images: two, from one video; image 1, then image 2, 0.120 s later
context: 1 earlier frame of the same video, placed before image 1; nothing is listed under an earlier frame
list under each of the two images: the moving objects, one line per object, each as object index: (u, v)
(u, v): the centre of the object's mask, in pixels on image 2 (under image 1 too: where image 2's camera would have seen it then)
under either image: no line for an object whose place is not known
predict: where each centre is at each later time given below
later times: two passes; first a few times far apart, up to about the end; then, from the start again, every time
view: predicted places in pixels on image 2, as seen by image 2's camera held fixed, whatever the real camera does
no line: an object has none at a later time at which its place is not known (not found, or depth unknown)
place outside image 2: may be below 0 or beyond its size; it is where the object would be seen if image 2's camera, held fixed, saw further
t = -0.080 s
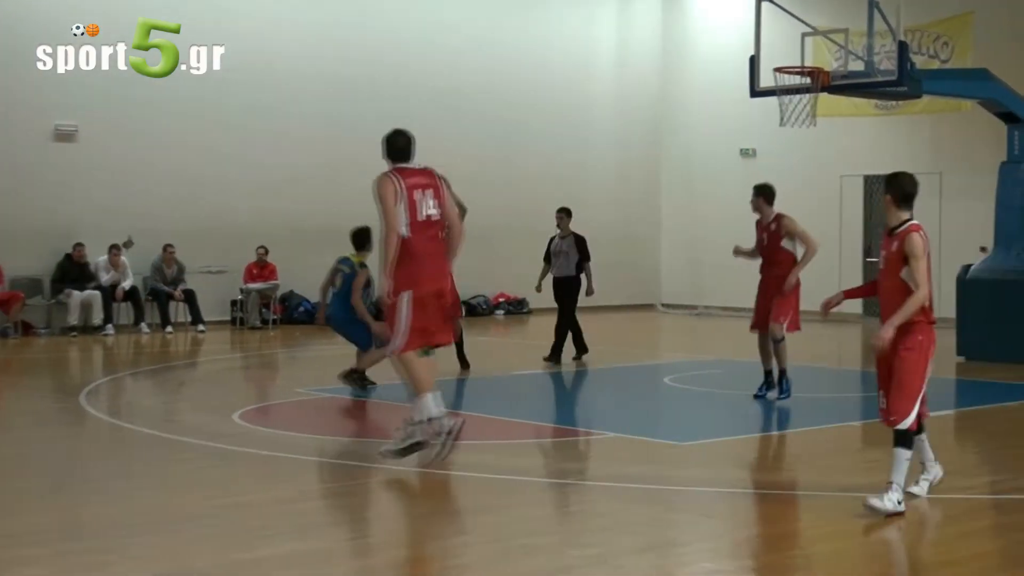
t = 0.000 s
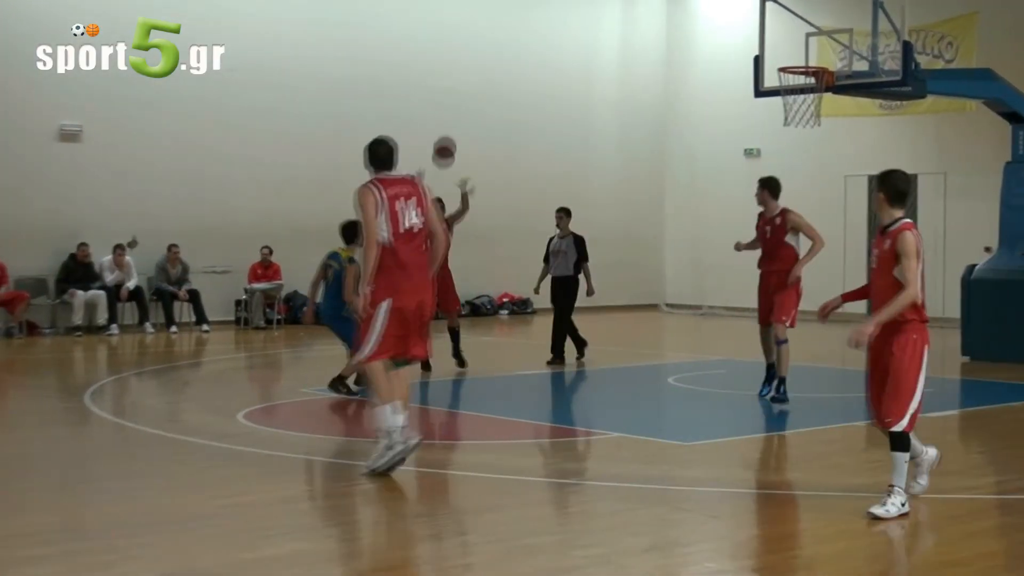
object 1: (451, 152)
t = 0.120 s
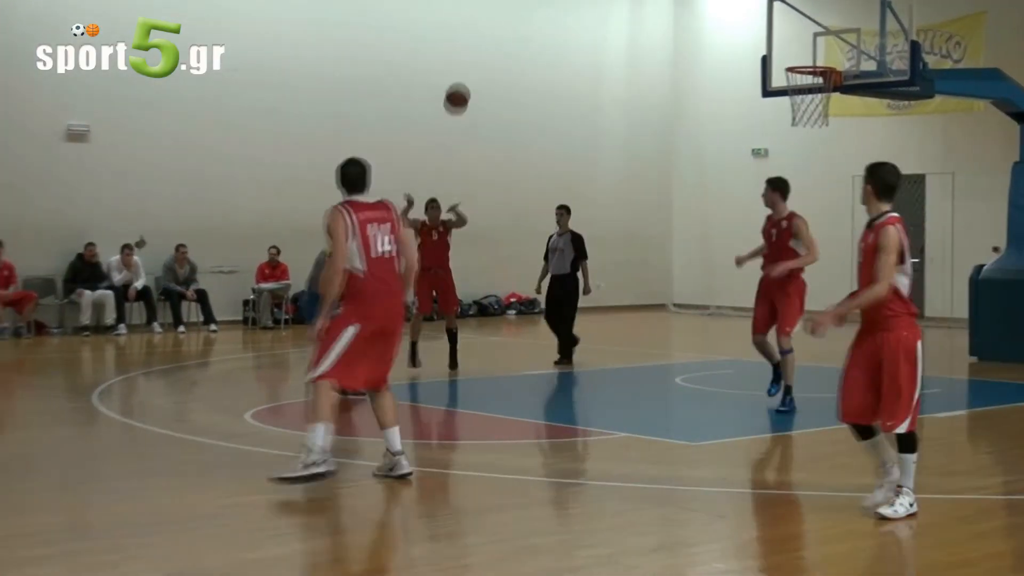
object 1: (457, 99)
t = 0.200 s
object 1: (461, 68)
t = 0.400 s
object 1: (475, 12)
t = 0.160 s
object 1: (459, 83)
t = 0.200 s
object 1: (461, 68)
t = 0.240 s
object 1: (464, 53)
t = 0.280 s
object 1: (466, 40)
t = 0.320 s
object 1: (469, 28)
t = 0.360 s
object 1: (472, 18)
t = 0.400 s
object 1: (475, 12)
